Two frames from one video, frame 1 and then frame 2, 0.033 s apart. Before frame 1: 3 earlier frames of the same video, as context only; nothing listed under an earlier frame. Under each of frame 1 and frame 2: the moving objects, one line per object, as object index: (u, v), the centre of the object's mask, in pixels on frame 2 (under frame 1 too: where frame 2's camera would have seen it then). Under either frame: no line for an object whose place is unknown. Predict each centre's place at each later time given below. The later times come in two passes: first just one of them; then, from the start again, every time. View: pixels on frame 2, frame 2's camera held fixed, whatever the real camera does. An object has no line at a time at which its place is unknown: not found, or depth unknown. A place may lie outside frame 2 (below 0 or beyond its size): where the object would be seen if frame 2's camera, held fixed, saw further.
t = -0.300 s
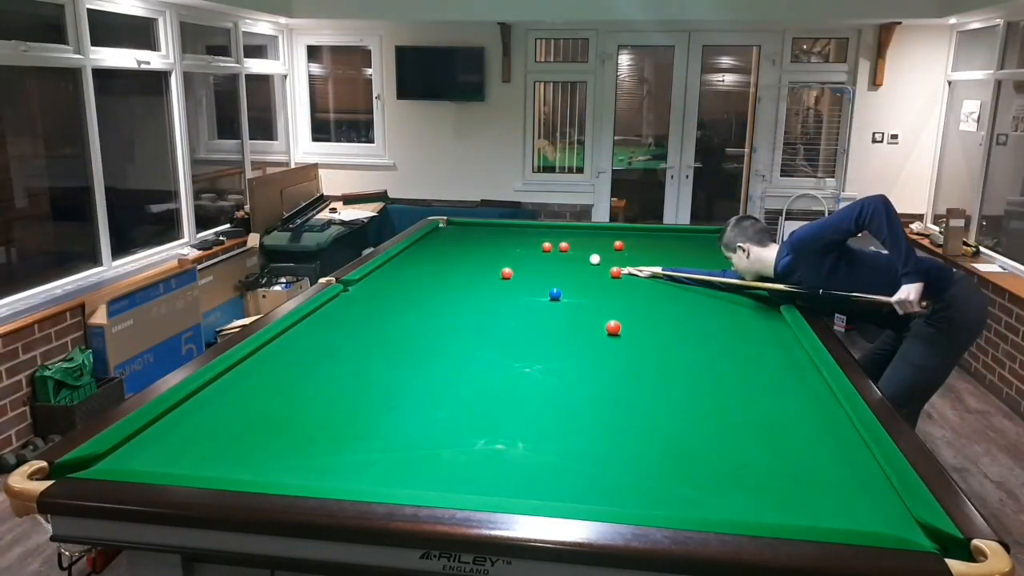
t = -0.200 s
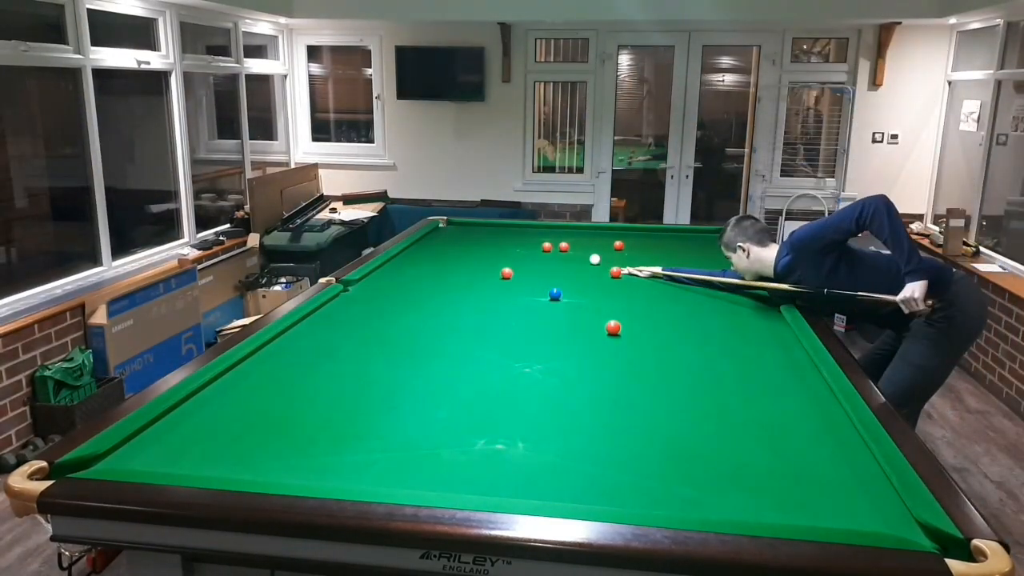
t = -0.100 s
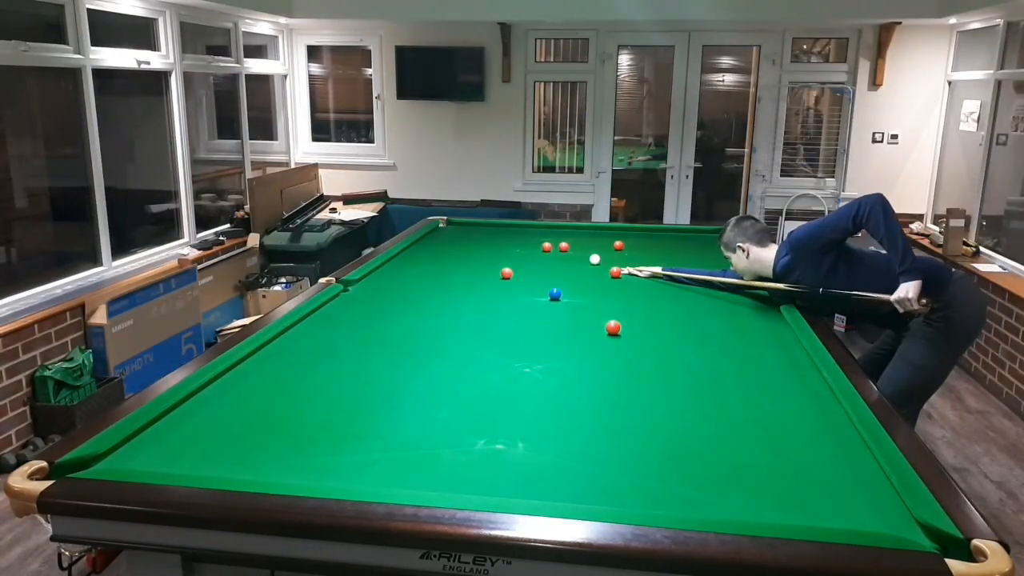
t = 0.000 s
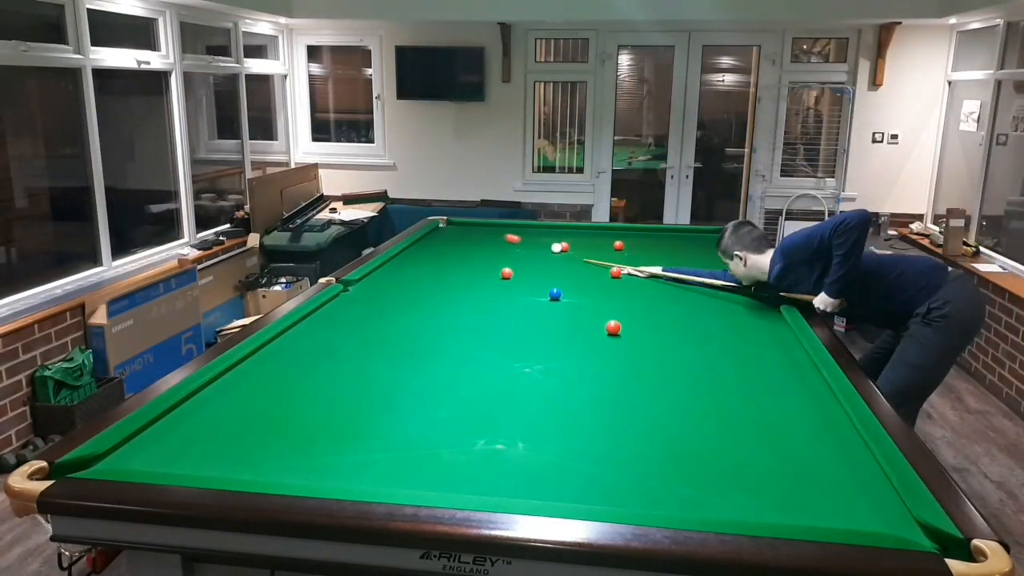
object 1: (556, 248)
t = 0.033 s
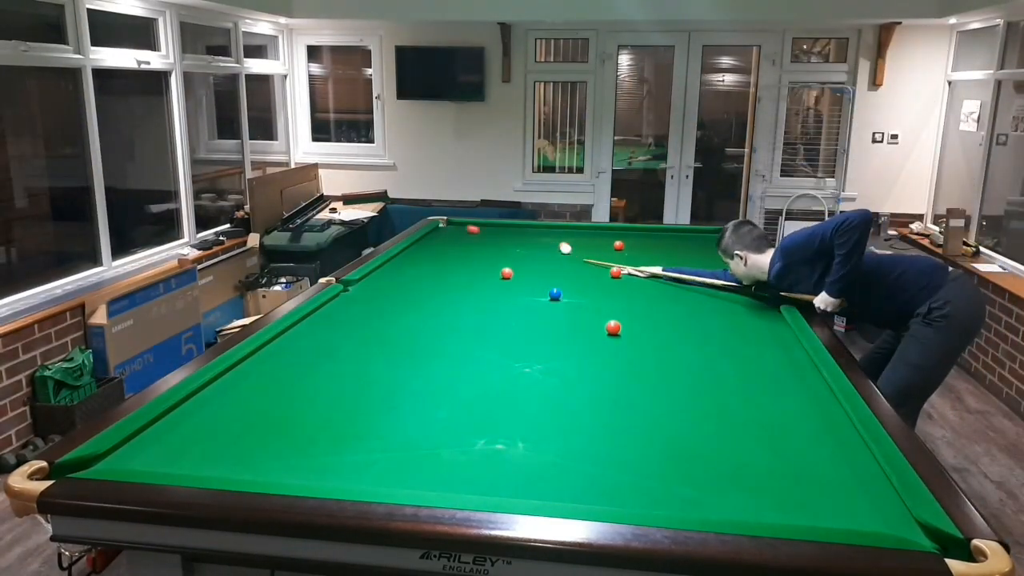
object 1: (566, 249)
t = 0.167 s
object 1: (616, 257)
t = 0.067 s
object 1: (578, 251)
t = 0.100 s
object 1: (591, 253)
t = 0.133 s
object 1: (603, 255)
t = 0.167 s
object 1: (616, 257)
